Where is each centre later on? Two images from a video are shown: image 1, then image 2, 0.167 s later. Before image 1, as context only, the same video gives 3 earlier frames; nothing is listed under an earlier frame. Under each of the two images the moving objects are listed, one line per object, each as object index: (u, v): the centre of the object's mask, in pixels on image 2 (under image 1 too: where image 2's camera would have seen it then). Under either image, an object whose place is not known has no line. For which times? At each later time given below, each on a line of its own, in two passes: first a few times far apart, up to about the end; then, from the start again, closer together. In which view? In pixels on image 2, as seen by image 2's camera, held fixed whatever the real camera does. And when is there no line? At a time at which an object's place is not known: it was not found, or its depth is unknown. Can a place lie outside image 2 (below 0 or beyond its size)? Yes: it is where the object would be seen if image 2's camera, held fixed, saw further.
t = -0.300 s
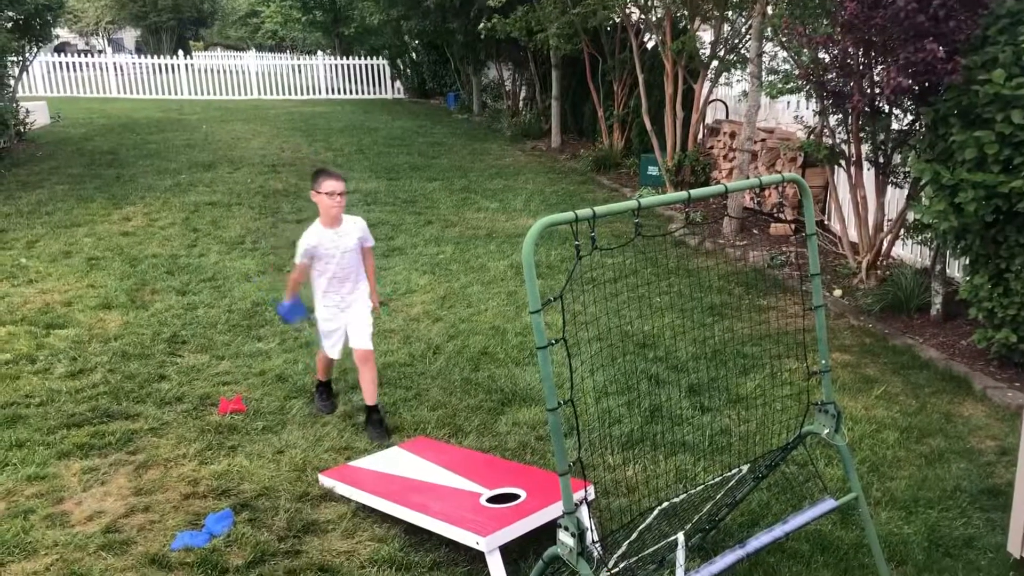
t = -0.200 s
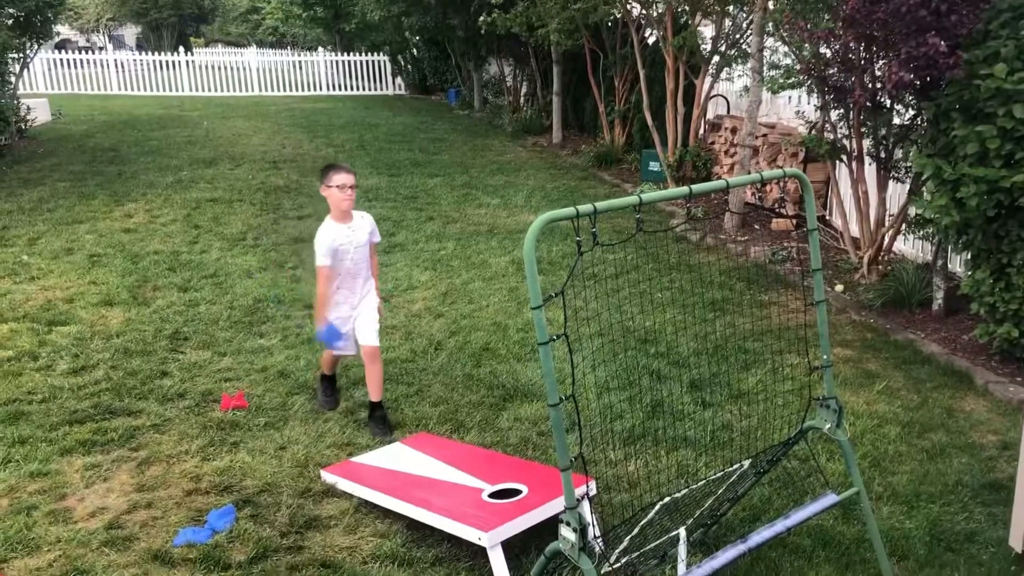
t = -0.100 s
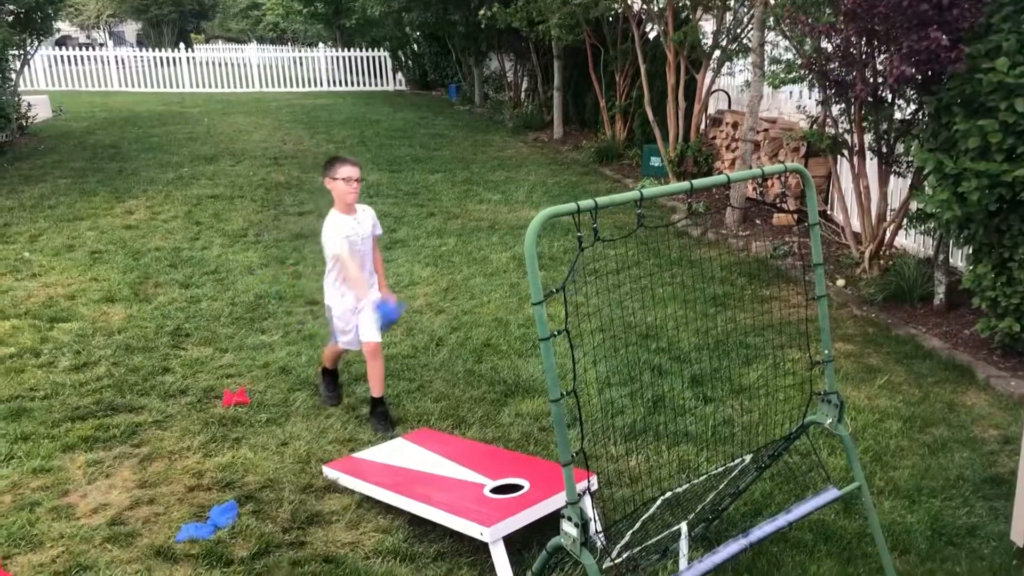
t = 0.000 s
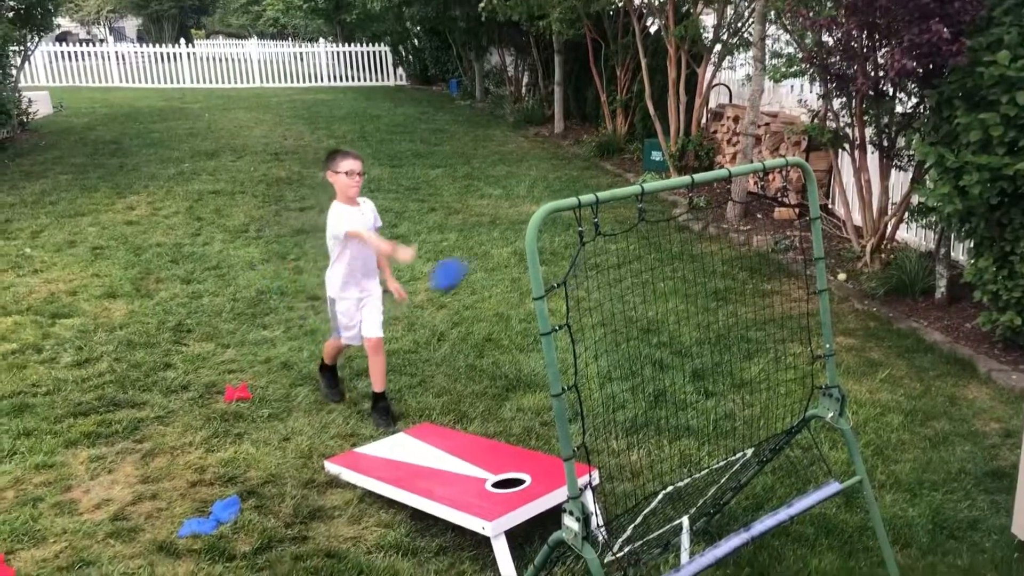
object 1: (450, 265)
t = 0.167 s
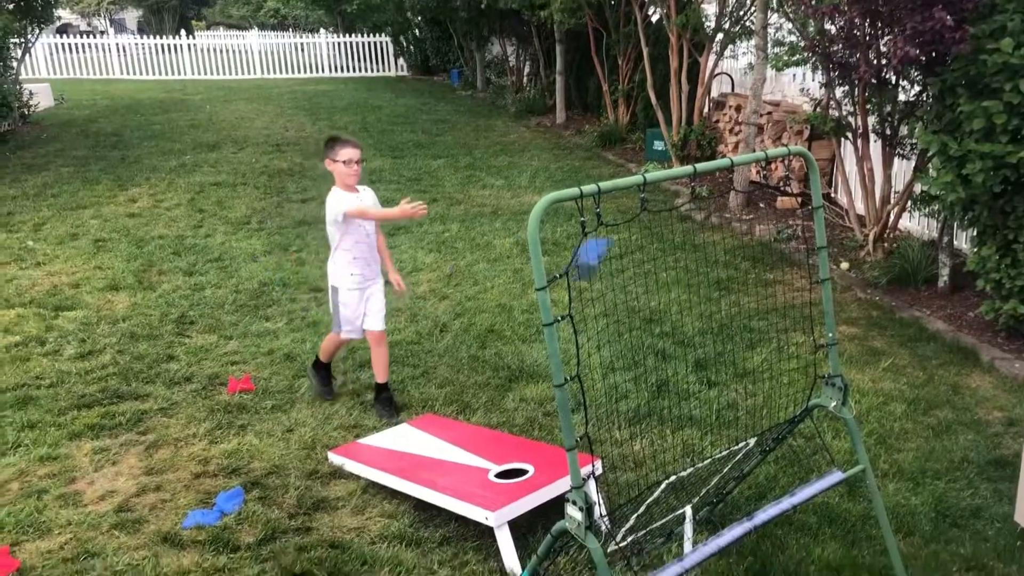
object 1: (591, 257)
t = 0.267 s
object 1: (700, 291)
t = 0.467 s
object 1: (661, 301)
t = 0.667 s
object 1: (575, 364)
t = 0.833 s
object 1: (512, 470)
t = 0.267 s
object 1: (700, 291)
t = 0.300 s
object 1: (732, 306)
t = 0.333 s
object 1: (736, 311)
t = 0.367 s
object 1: (720, 306)
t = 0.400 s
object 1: (699, 300)
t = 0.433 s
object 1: (680, 298)
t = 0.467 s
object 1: (661, 301)
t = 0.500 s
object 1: (644, 304)
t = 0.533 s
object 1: (627, 312)
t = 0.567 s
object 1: (611, 322)
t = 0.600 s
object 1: (597, 335)
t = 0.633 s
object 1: (582, 349)
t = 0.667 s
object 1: (575, 364)
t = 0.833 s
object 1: (512, 470)
